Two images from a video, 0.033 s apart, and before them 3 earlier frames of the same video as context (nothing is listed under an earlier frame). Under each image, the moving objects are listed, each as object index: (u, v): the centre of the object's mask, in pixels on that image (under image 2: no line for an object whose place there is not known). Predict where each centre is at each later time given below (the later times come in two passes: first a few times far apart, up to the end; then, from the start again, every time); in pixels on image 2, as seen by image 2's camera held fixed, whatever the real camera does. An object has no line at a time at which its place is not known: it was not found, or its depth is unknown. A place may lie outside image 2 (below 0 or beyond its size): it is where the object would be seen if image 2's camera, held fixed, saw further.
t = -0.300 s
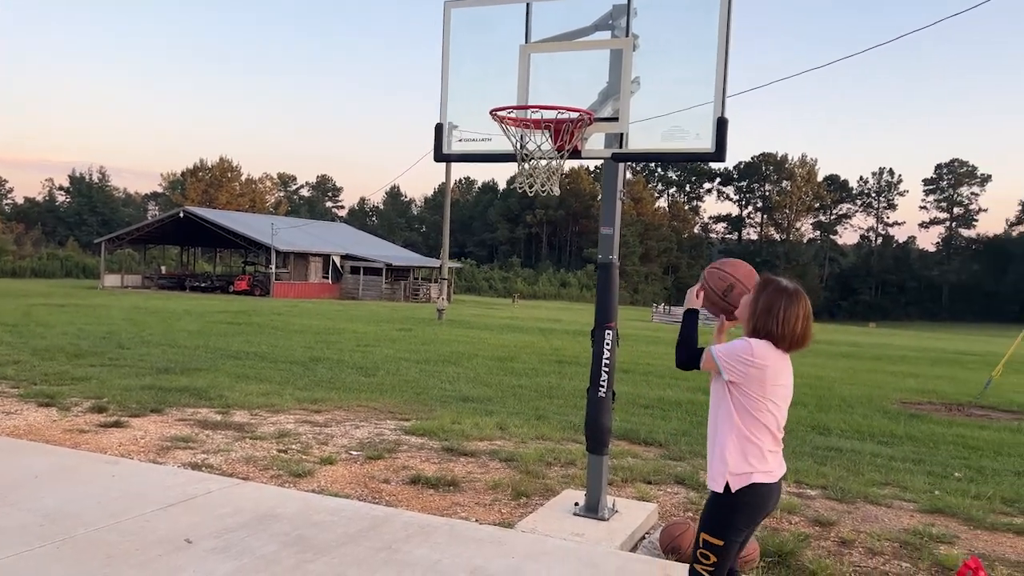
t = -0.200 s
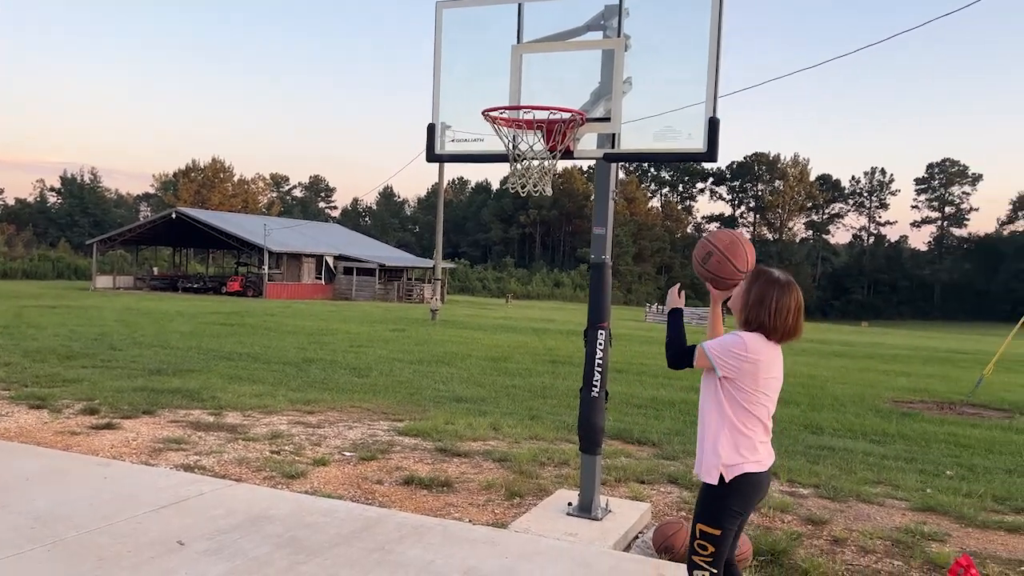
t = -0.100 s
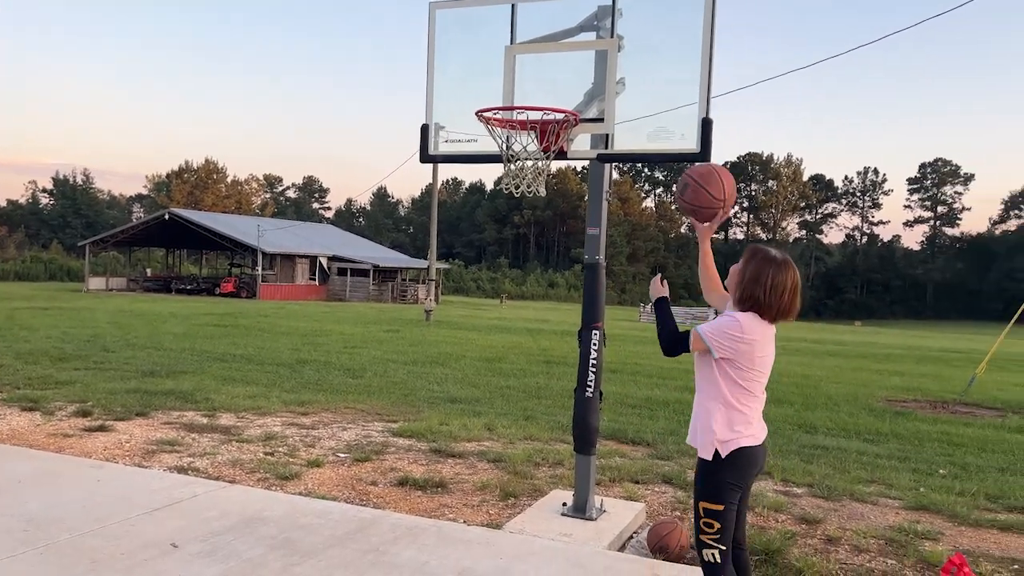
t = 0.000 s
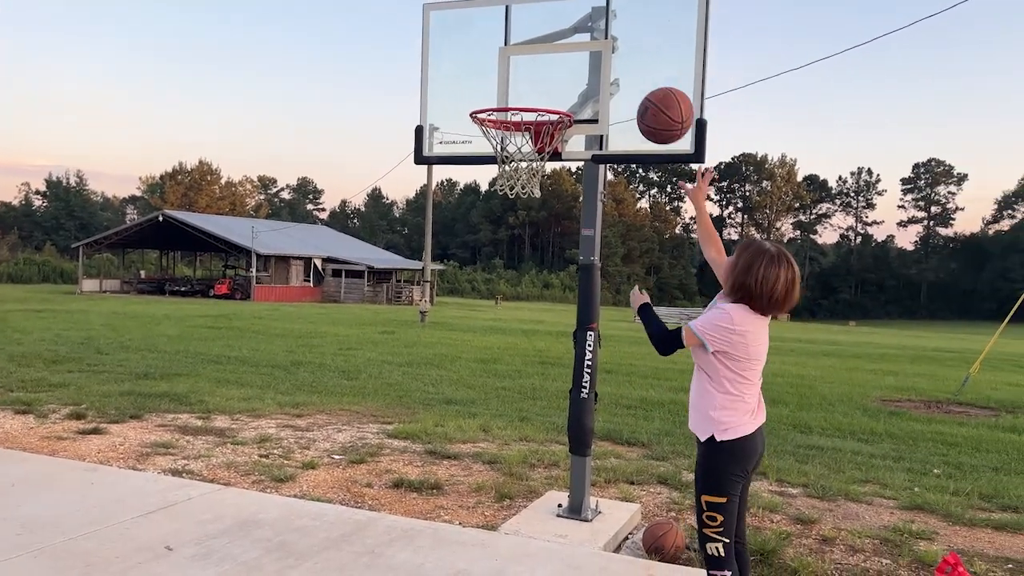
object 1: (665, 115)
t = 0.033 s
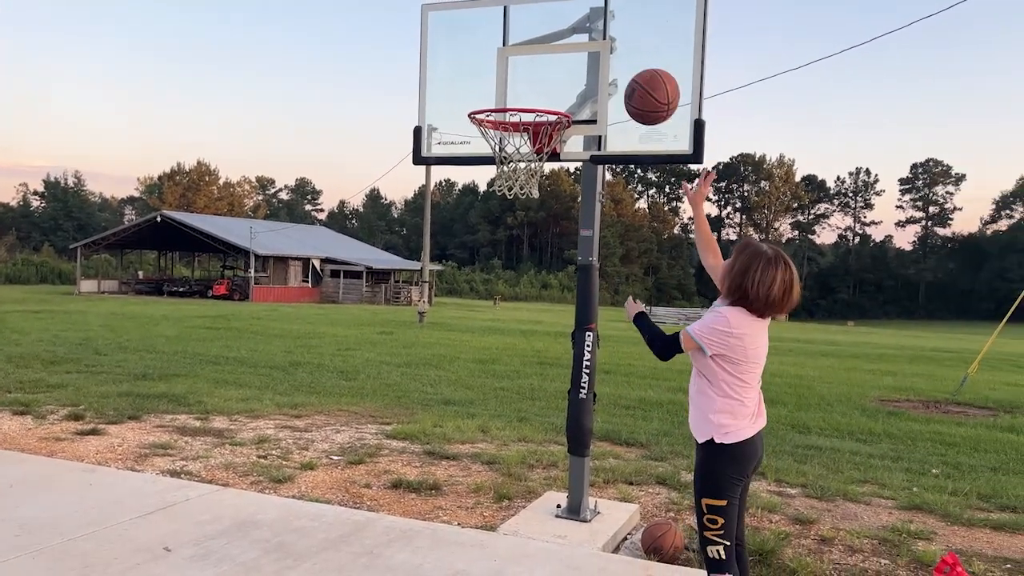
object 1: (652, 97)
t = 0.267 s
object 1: (582, 43)
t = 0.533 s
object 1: (499, 90)
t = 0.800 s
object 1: (542, 104)
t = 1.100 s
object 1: (490, 149)
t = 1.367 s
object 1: (531, 184)
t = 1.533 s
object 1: (549, 245)
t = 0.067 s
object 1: (646, 88)
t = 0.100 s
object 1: (635, 74)
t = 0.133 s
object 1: (624, 62)
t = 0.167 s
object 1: (613, 54)
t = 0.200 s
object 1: (603, 47)
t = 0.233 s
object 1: (592, 44)
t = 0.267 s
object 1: (582, 43)
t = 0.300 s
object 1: (573, 42)
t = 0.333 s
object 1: (563, 42)
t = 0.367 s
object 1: (553, 45)
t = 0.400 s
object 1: (543, 49)
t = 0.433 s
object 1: (532, 56)
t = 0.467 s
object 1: (521, 65)
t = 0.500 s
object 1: (510, 77)
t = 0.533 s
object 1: (499, 90)
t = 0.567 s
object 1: (493, 95)
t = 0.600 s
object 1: (504, 94)
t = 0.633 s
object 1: (515, 102)
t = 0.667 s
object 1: (525, 103)
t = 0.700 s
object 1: (534, 102)
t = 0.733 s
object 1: (537, 101)
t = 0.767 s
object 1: (542, 98)
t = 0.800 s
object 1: (542, 104)
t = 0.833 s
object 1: (537, 108)
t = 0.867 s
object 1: (531, 108)
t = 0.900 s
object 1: (524, 113)
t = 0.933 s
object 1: (517, 118)
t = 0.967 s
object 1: (510, 125)
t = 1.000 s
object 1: (503, 132)
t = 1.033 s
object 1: (497, 139)
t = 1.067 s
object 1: (492, 144)
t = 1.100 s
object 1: (490, 149)
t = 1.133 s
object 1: (491, 154)
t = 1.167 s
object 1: (494, 158)
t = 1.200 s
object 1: (500, 162)
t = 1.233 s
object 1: (506, 166)
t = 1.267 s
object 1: (513, 169)
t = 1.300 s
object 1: (519, 173)
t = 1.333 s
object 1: (526, 177)
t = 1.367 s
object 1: (531, 184)
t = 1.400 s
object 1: (536, 197)
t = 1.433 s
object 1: (539, 204)
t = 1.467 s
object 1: (542, 214)
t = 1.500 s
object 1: (546, 229)
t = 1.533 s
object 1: (549, 245)
